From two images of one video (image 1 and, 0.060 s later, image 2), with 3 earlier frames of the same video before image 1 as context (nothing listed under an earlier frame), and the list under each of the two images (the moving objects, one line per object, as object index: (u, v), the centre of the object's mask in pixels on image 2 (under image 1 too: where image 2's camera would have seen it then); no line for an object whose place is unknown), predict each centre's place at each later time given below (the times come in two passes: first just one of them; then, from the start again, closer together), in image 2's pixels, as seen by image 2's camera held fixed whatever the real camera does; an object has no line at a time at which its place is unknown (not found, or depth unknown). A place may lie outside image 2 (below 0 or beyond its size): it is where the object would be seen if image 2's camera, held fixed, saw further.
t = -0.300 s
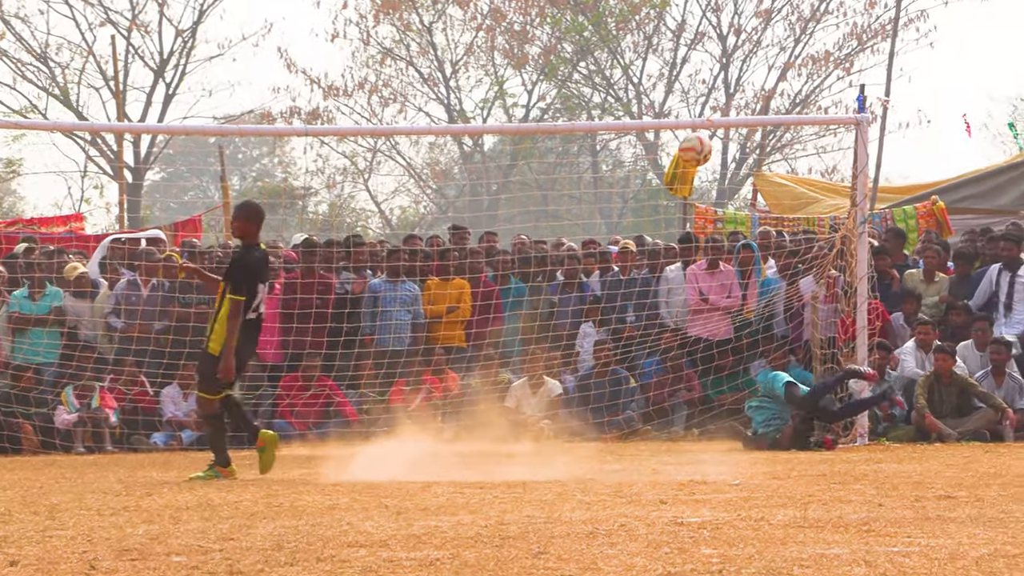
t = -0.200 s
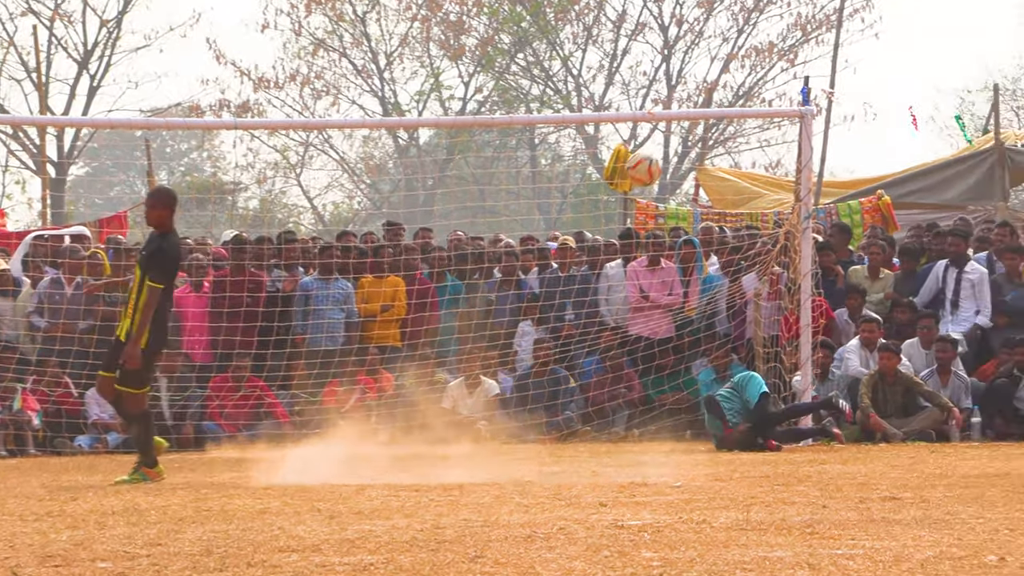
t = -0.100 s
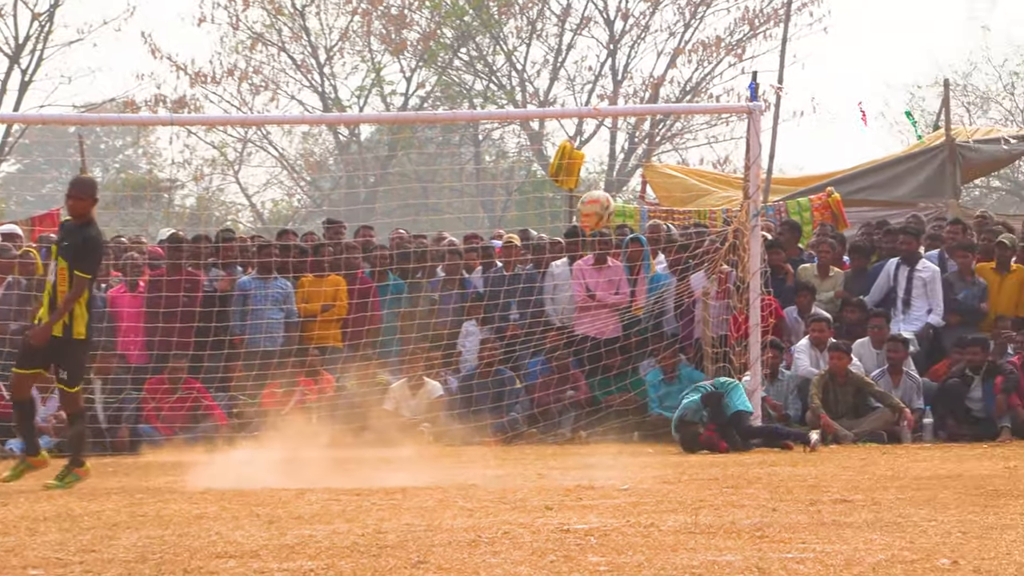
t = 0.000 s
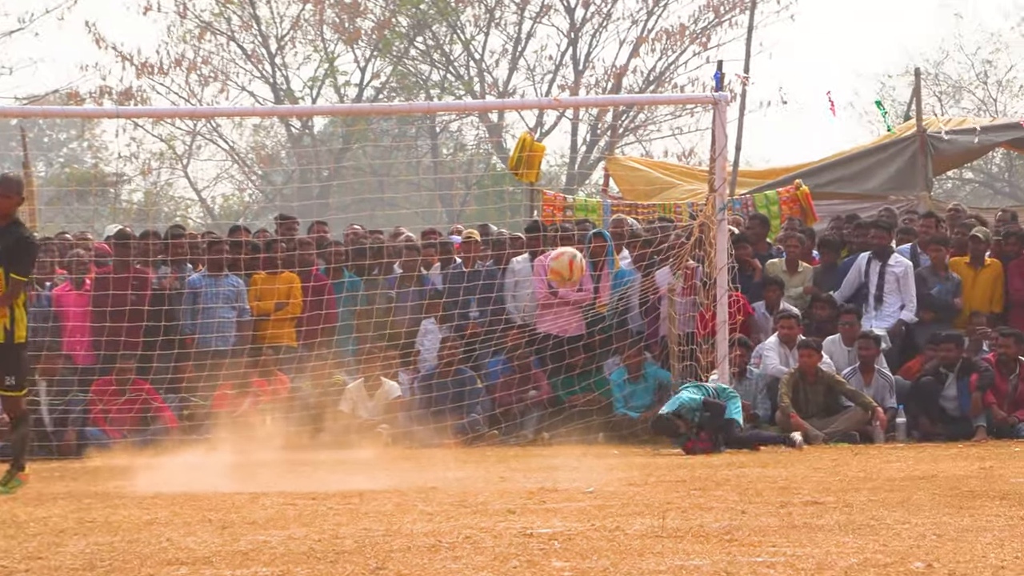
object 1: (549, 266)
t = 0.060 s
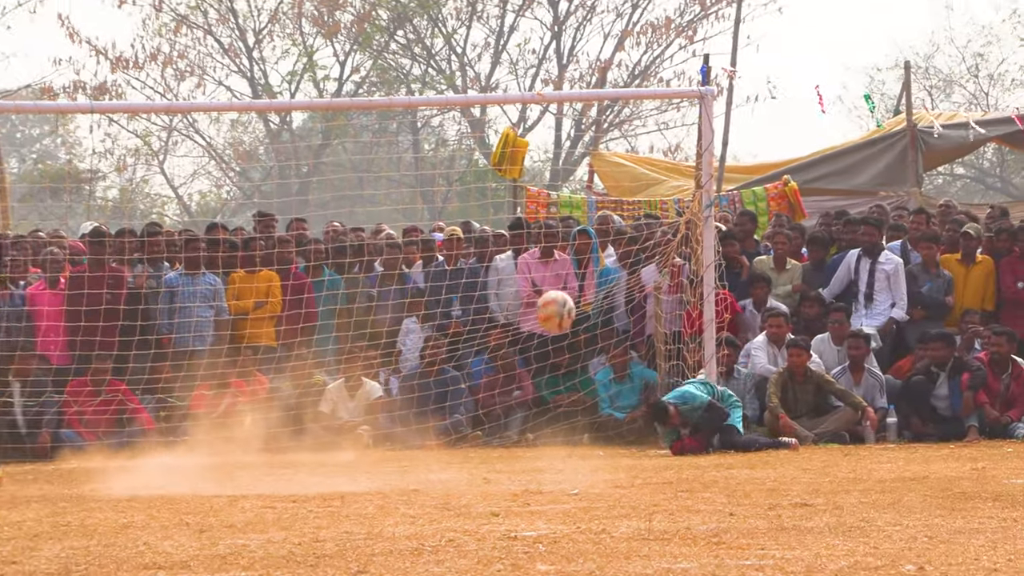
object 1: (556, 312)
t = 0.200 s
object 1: (567, 454)
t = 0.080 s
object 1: (557, 329)
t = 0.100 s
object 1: (559, 349)
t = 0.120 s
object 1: (560, 368)
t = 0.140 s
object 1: (562, 389)
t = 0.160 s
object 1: (563, 410)
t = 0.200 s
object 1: (567, 454)
